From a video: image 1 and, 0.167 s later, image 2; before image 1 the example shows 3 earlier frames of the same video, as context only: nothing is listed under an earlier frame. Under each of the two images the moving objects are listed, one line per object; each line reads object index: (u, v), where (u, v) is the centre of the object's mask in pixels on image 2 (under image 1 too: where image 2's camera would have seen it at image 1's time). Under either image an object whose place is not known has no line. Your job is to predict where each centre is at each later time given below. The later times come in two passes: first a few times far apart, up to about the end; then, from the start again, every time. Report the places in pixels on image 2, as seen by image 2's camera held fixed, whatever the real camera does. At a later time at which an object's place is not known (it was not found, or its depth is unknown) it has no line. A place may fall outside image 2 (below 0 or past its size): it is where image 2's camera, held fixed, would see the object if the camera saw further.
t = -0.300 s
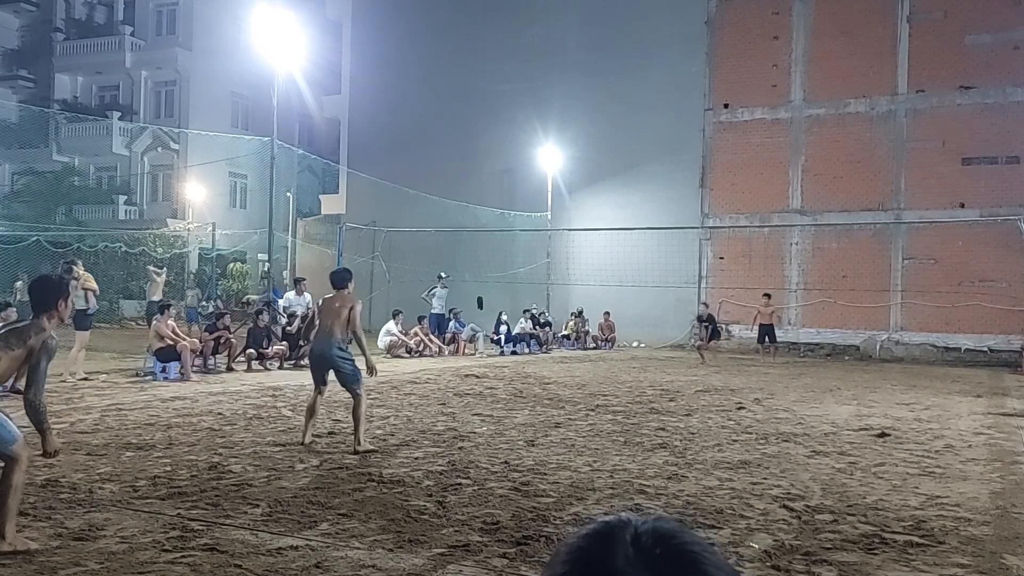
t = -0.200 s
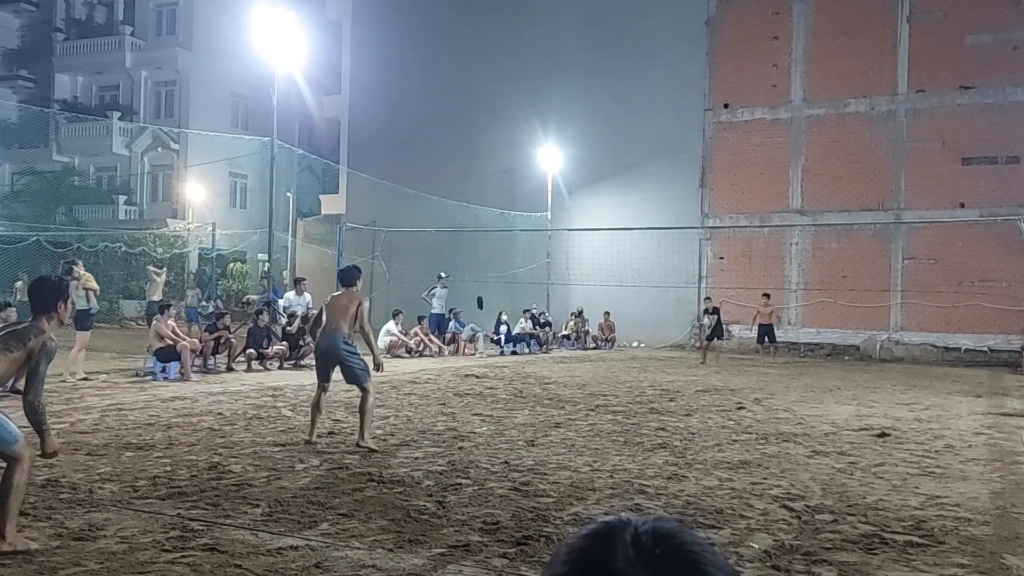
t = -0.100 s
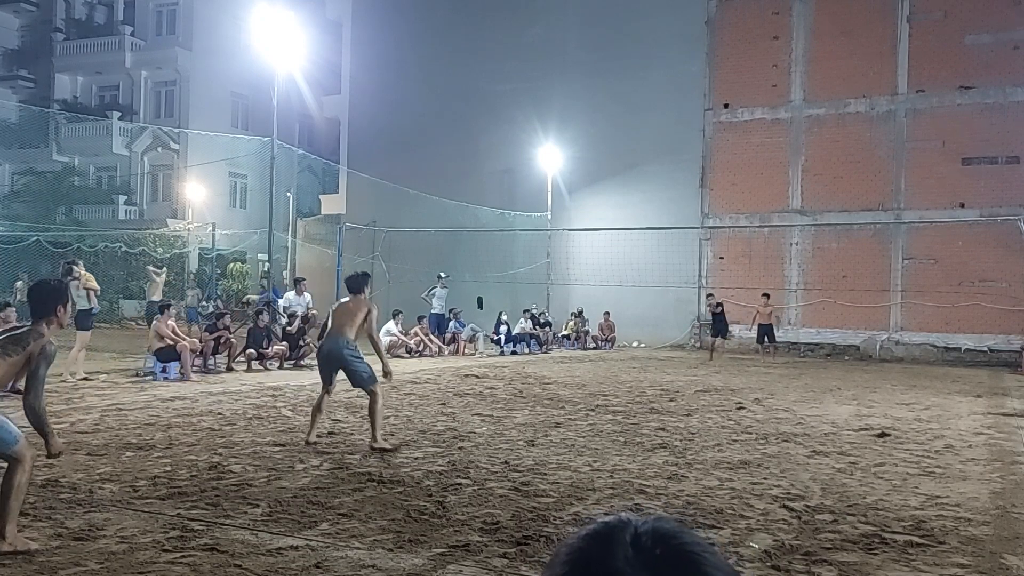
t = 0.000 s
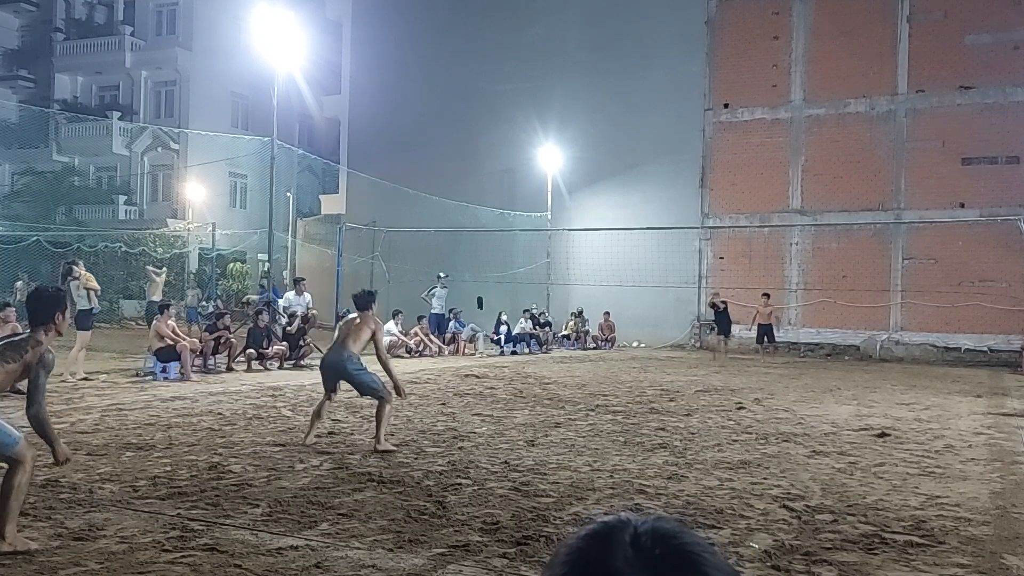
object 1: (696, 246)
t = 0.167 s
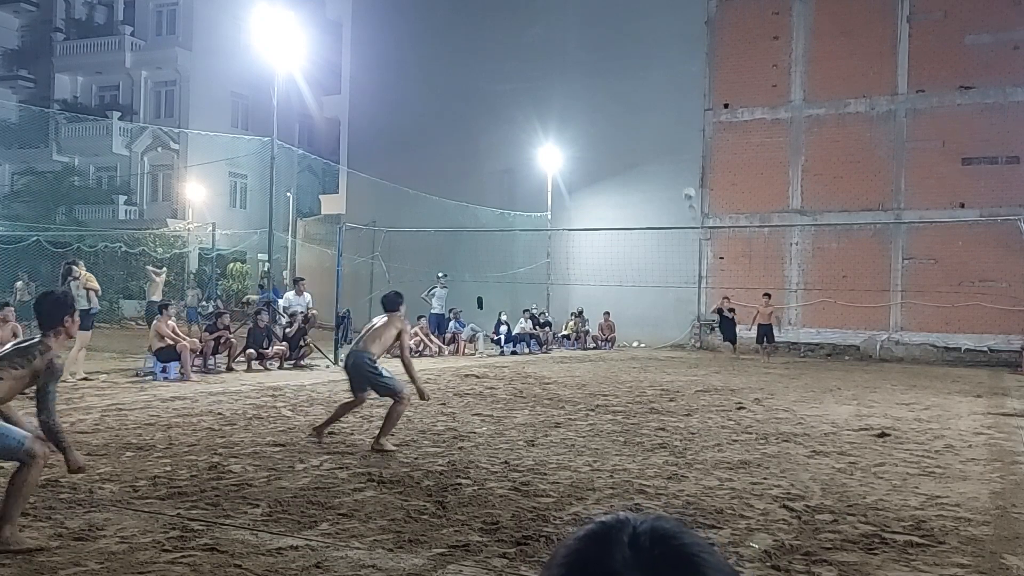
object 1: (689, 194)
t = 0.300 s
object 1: (679, 156)
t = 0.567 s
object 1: (651, 104)
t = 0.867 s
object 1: (598, 114)
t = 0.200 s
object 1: (686, 184)
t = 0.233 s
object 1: (684, 175)
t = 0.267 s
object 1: (681, 166)
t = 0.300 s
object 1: (679, 156)
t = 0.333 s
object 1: (675, 148)
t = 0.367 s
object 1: (673, 140)
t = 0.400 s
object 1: (670, 132)
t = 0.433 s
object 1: (666, 126)
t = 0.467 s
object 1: (663, 119)
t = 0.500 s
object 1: (659, 113)
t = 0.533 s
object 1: (655, 108)
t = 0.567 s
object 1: (651, 104)
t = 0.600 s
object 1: (647, 100)
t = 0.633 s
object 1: (642, 97)
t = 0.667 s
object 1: (637, 95)
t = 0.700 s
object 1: (631, 95)
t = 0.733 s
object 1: (626, 96)
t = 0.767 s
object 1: (620, 97)
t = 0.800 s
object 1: (613, 101)
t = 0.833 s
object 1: (606, 106)
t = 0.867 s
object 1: (598, 114)
